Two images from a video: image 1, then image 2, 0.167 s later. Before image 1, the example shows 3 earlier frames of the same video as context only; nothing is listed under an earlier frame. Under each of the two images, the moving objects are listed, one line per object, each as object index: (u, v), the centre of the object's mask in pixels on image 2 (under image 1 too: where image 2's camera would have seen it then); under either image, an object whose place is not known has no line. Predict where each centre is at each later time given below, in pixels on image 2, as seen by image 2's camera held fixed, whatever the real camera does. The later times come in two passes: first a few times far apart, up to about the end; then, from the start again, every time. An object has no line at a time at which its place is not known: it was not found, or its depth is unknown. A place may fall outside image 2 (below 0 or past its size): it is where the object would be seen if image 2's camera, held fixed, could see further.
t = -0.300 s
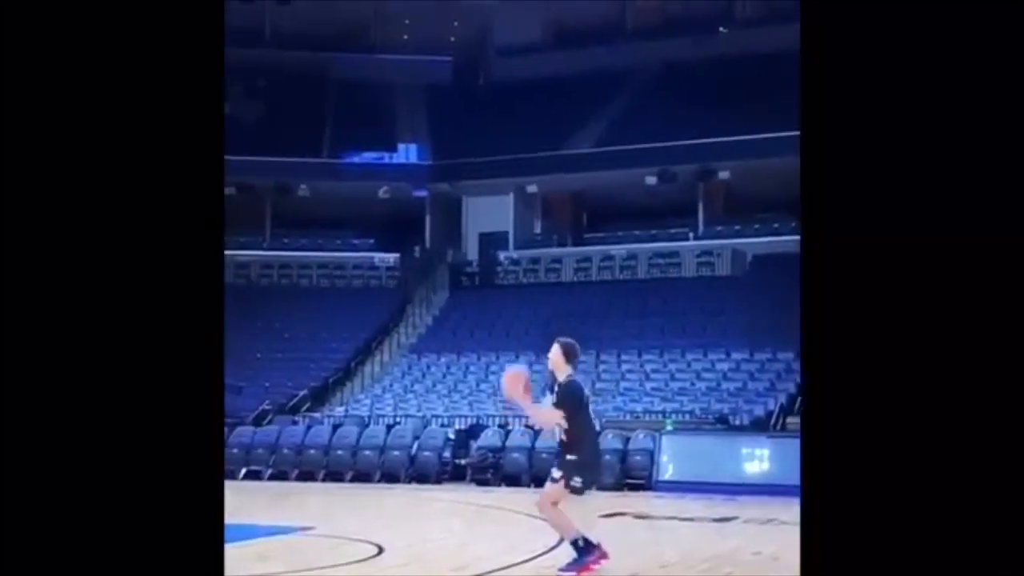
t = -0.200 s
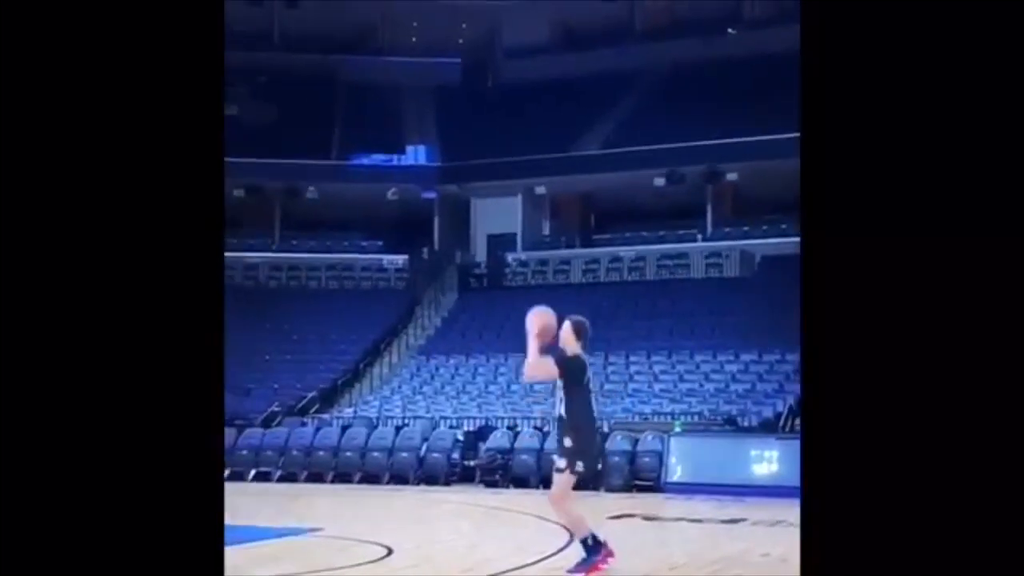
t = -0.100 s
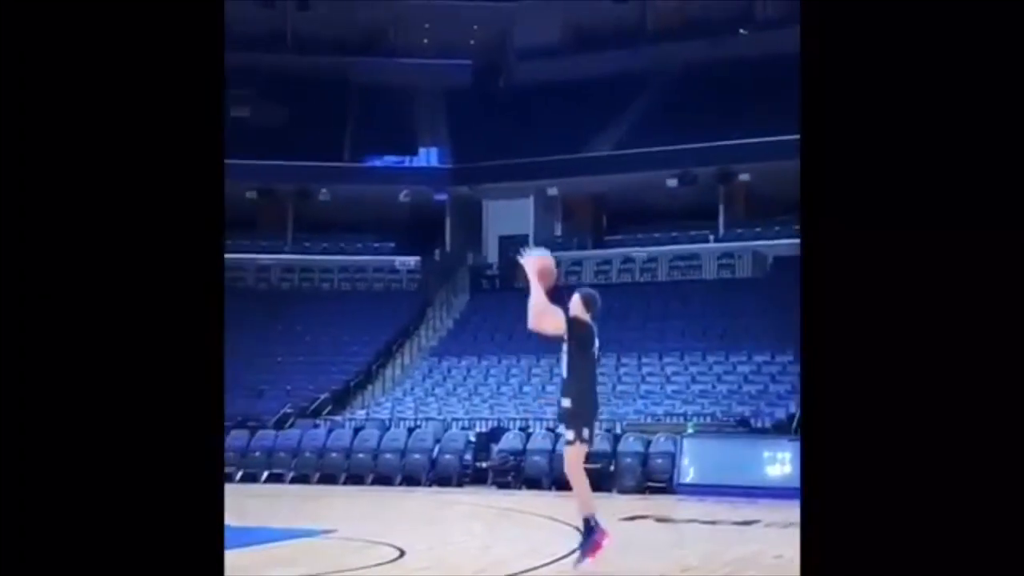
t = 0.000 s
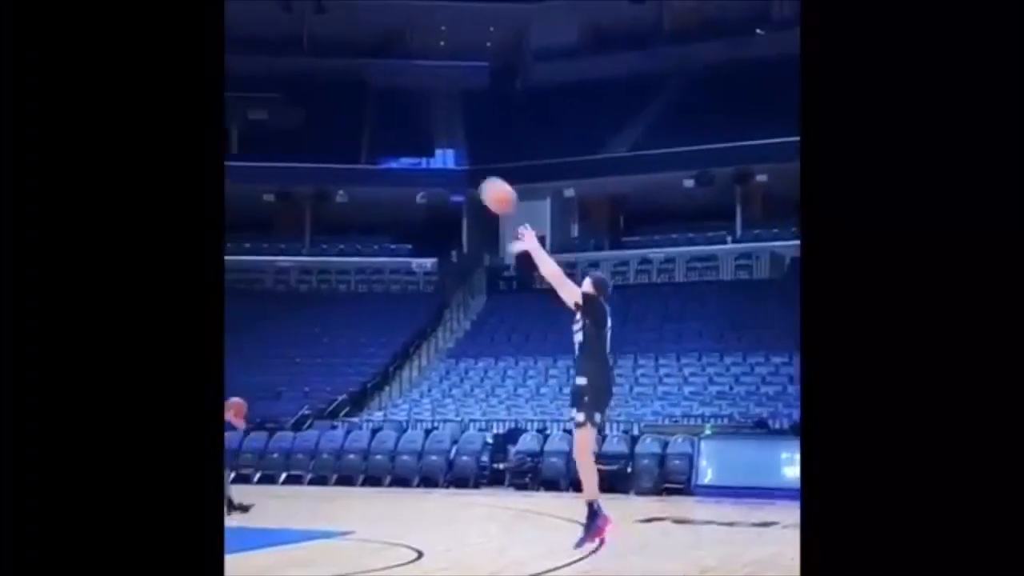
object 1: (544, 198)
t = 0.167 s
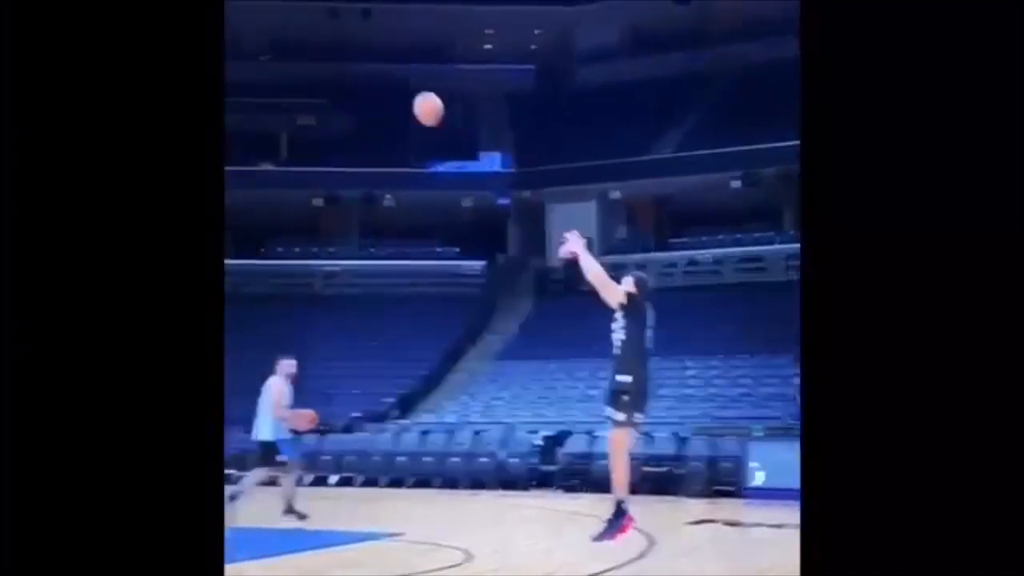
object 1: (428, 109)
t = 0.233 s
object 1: (385, 84)
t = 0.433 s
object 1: (268, 42)
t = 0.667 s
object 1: (145, 48)
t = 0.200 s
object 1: (407, 96)
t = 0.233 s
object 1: (385, 84)
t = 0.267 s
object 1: (365, 74)
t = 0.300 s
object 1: (345, 65)
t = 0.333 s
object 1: (325, 57)
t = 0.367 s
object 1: (306, 51)
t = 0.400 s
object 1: (287, 46)
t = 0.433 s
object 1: (268, 42)
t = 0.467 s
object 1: (250, 40)
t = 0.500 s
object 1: (232, 38)
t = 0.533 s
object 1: (214, 38)
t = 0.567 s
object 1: (196, 39)
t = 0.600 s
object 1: (179, 40)
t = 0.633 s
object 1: (161, 44)
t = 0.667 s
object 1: (145, 48)
